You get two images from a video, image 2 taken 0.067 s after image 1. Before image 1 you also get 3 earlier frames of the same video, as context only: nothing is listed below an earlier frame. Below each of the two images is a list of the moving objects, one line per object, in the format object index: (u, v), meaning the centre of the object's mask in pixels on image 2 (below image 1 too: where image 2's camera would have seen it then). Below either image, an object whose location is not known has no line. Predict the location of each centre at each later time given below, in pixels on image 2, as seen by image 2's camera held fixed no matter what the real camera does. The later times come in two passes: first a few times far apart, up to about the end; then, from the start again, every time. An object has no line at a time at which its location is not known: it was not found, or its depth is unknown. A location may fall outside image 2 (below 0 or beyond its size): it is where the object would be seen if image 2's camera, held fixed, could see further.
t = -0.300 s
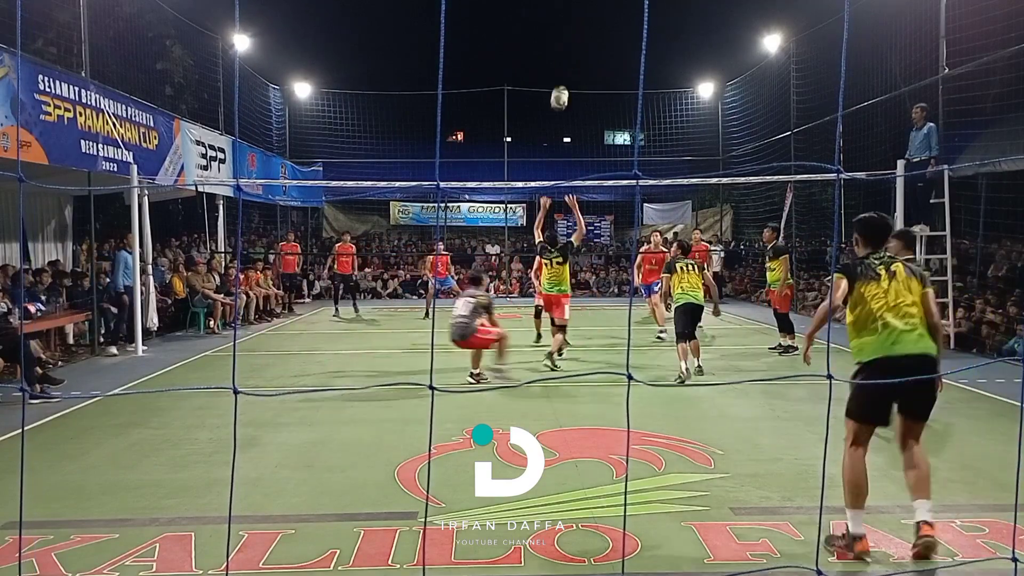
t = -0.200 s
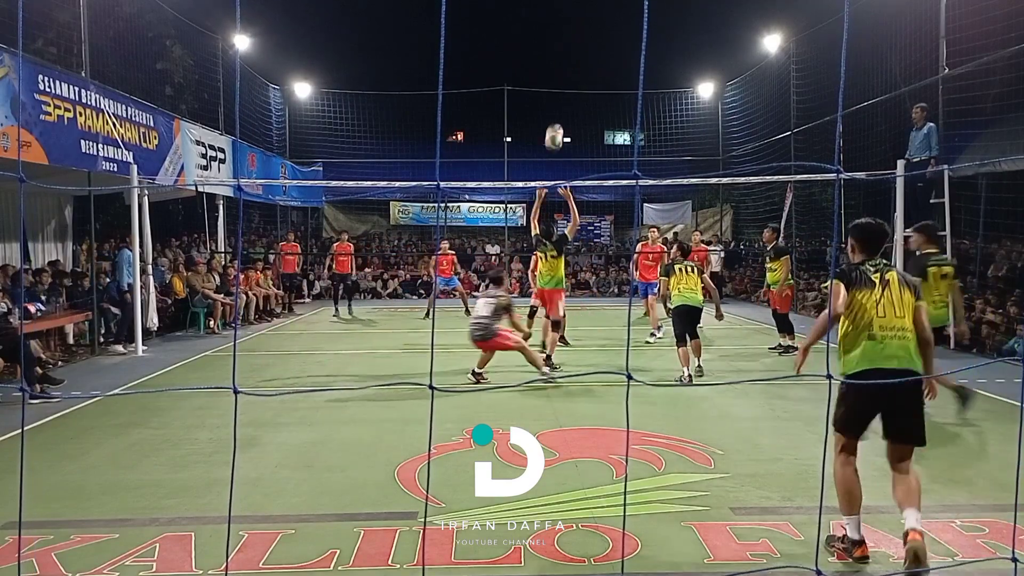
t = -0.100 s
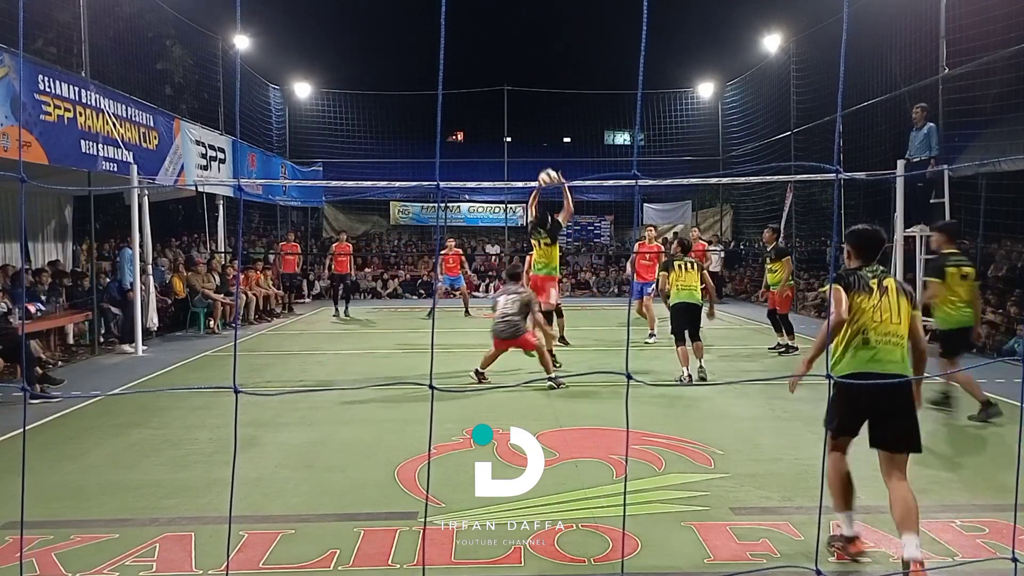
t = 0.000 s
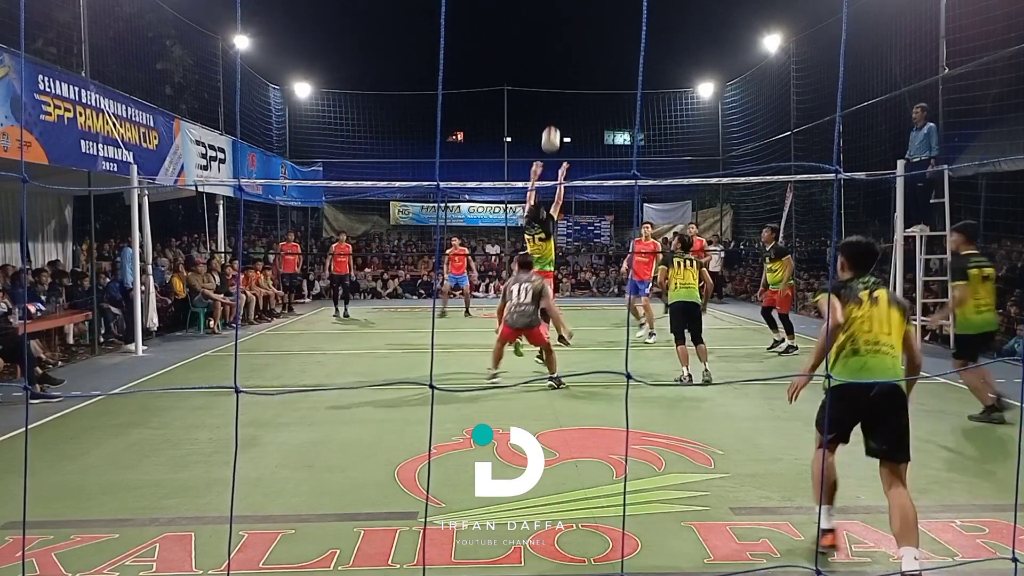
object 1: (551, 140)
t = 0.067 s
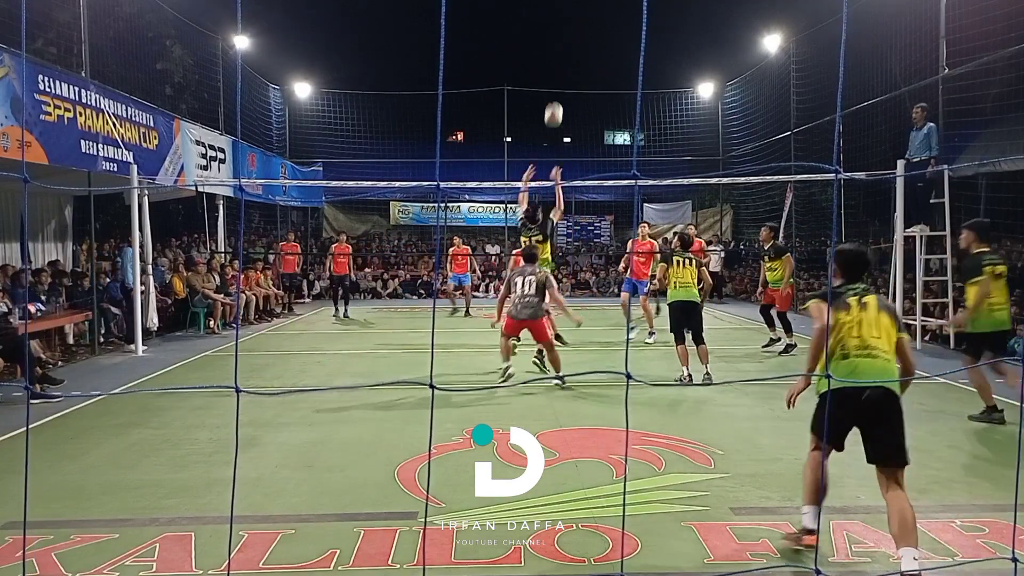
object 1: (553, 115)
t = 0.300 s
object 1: (562, 58)
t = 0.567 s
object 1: (570, 53)
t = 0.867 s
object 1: (578, 121)
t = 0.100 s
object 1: (555, 104)
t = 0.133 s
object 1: (556, 94)
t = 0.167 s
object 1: (557, 84)
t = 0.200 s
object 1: (558, 76)
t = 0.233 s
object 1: (560, 70)
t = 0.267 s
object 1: (561, 63)
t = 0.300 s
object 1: (562, 58)
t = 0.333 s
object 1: (563, 54)
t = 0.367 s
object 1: (564, 51)
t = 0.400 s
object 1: (565, 48)
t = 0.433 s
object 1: (566, 47)
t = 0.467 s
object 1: (566, 46)
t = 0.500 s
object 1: (568, 48)
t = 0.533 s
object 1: (569, 50)
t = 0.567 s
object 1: (570, 53)
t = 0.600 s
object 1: (571, 57)
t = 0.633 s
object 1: (572, 62)
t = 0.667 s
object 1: (573, 68)
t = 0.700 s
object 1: (574, 75)
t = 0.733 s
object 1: (574, 82)
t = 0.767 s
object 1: (575, 91)
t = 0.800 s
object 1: (576, 100)
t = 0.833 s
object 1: (577, 110)
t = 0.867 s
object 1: (578, 121)
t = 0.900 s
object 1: (579, 132)
